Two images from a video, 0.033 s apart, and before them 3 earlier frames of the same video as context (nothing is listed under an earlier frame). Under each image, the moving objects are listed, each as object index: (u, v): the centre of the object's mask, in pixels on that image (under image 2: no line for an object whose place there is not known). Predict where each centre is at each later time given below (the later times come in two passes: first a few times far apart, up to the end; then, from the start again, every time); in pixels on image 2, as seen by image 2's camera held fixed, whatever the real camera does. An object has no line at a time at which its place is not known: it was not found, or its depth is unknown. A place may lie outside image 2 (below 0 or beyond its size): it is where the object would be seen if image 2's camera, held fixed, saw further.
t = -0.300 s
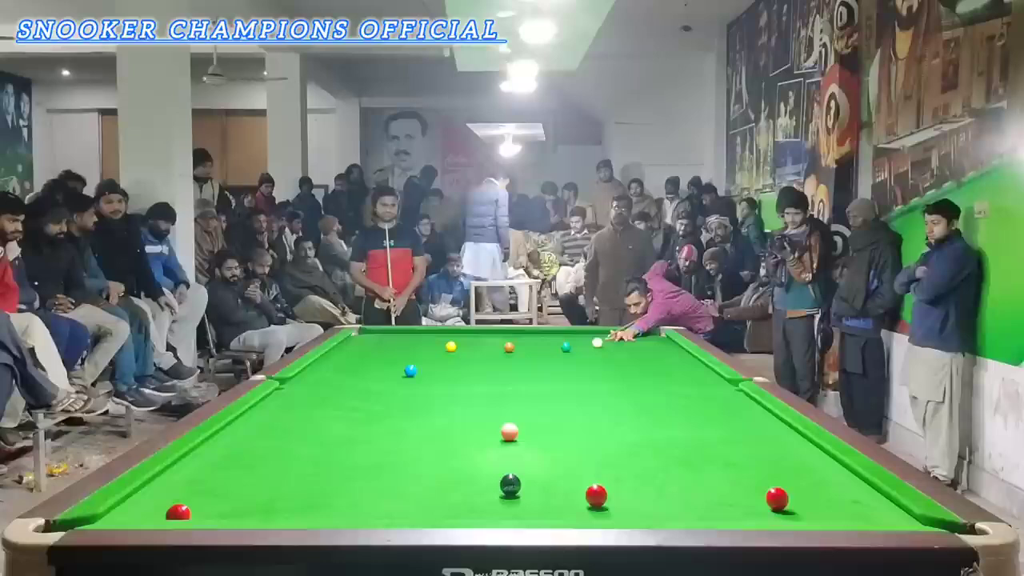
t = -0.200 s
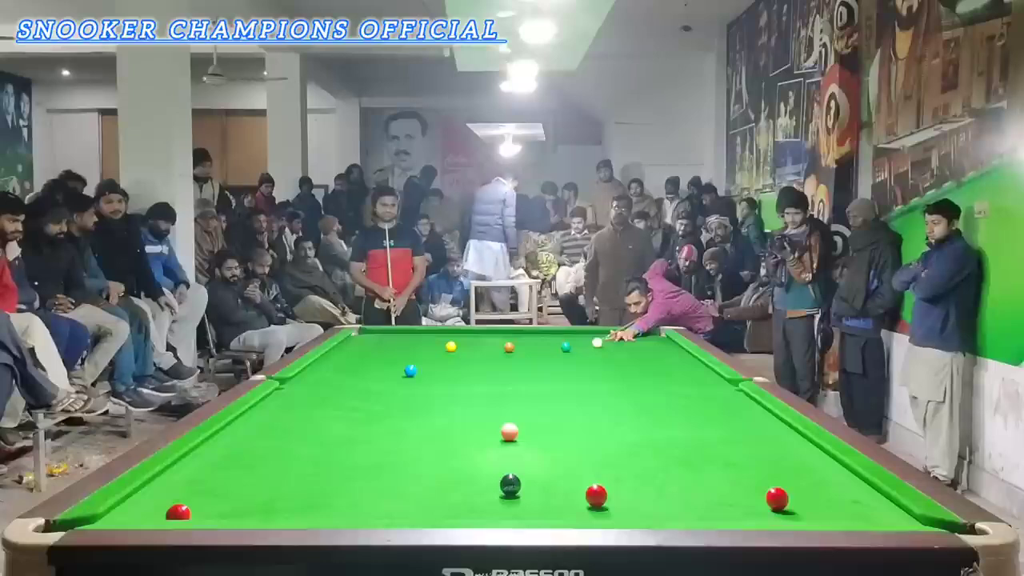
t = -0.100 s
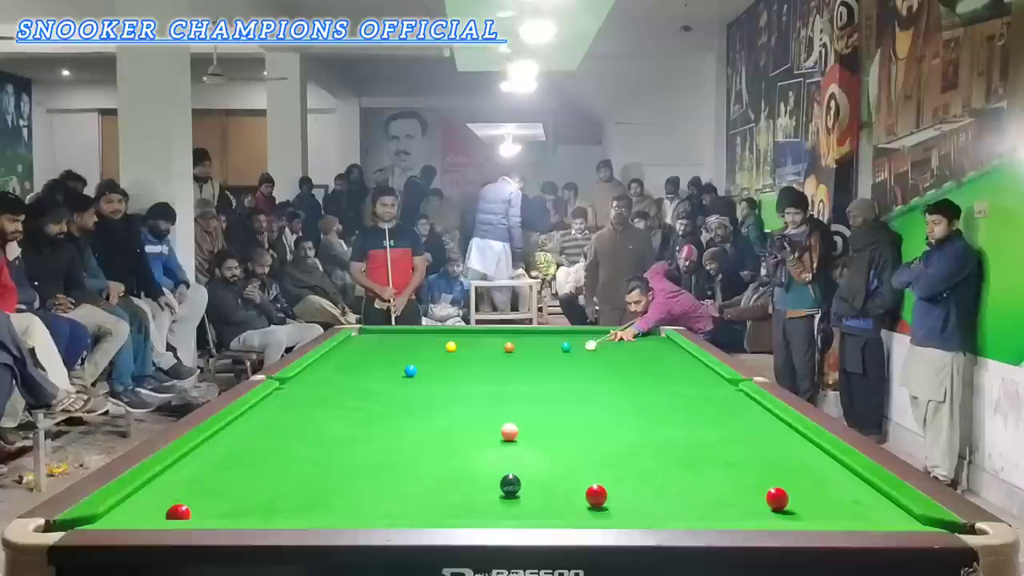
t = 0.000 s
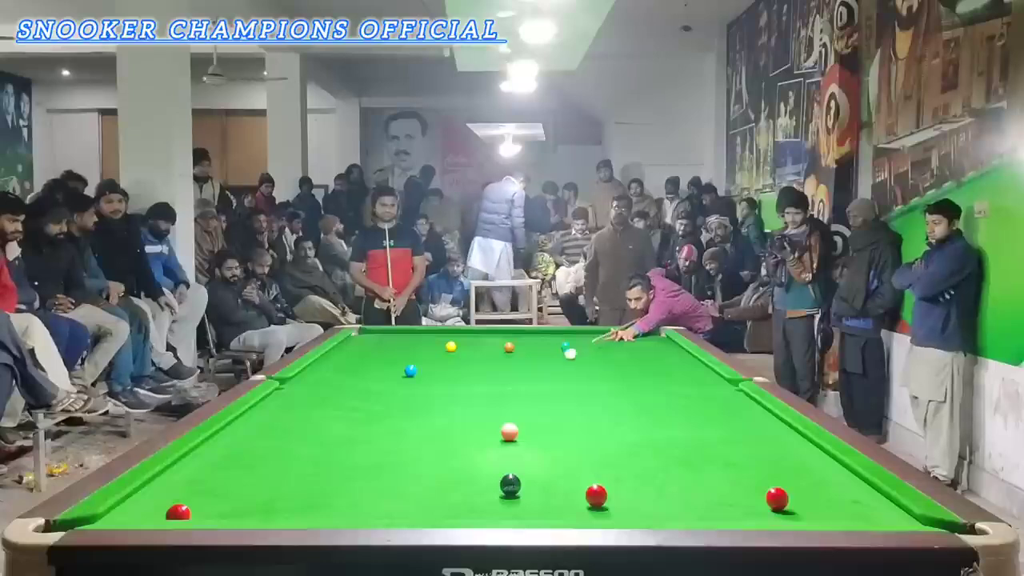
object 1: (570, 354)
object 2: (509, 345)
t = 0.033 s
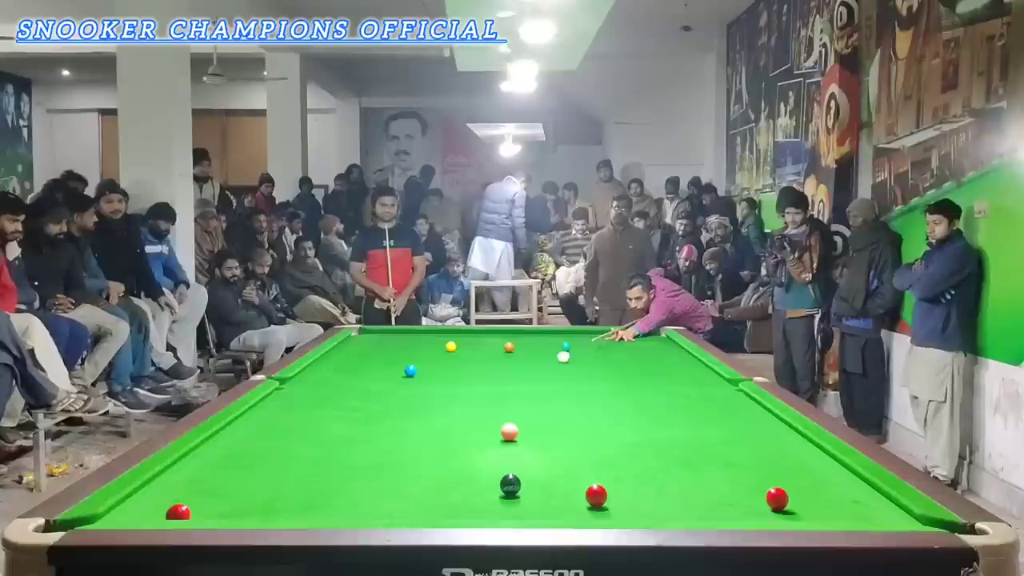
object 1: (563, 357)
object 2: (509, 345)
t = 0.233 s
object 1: (518, 377)
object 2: (509, 345)
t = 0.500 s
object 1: (435, 413)
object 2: (509, 345)
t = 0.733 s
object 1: (324, 461)
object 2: (509, 345)
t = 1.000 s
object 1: (235, 504)
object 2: (509, 345)
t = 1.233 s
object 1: (299, 464)
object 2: (509, 345)
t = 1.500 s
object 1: (345, 432)
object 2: (509, 345)
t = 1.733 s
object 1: (375, 411)
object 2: (509, 345)
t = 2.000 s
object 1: (404, 392)
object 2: (509, 345)
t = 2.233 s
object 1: (424, 378)
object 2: (509, 345)
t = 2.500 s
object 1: (443, 365)
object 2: (509, 345)
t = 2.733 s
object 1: (457, 356)
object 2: (509, 345)
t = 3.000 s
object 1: (470, 347)
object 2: (509, 345)
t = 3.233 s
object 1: (481, 340)
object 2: (509, 345)
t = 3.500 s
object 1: (491, 333)
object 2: (509, 347)
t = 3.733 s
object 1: (497, 331)
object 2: (509, 347)
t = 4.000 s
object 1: (501, 336)
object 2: (509, 347)
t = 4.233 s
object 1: (505, 339)
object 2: (509, 347)
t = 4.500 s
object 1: (508, 342)
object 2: (509, 349)
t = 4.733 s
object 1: (515, 346)
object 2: (507, 349)
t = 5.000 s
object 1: (522, 347)
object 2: (505, 351)
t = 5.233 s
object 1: (527, 348)
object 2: (502, 353)
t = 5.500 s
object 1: (533, 349)
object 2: (500, 355)
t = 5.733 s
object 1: (536, 349)
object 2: (498, 357)
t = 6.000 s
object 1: (539, 350)
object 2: (496, 359)
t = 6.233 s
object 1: (541, 350)
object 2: (495, 360)
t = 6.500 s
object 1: (542, 350)
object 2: (494, 362)
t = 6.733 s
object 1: (543, 350)
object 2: (493, 364)
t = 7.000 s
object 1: (543, 350)
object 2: (492, 365)
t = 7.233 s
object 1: (543, 350)
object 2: (491, 366)
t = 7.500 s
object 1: (543, 350)
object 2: (491, 366)
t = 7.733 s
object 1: (543, 350)
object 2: (491, 367)
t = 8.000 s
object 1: (543, 350)
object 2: (490, 367)
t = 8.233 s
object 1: (543, 350)
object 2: (490, 367)
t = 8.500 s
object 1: (543, 350)
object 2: (490, 367)
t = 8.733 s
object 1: (543, 350)
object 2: (490, 367)
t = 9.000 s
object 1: (543, 350)
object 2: (490, 367)
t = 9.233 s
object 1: (543, 350)
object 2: (490, 367)
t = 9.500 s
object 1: (543, 350)
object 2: (490, 367)
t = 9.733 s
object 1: (543, 350)
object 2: (490, 367)
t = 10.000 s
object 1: (543, 350)
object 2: (490, 367)
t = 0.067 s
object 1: (556, 360)
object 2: (509, 345)
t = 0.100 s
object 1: (549, 363)
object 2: (509, 345)
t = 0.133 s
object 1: (542, 366)
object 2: (509, 345)
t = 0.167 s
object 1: (534, 369)
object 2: (509, 345)
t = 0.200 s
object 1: (526, 372)
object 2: (509, 345)
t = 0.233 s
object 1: (518, 377)
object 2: (509, 345)
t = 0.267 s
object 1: (509, 380)
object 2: (509, 345)
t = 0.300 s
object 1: (500, 384)
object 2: (509, 345)
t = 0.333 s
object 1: (491, 388)
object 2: (509, 345)
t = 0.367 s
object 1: (481, 393)
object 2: (509, 345)
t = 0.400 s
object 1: (470, 398)
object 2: (509, 345)
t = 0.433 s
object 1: (459, 403)
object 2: (509, 345)
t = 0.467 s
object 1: (447, 407)
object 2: (509, 345)
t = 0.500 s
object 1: (435, 413)
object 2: (509, 345)
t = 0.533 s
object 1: (422, 418)
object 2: (509, 345)
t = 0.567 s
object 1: (408, 424)
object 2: (509, 345)
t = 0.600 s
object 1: (393, 431)
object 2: (509, 345)
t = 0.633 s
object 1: (378, 438)
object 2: (509, 345)
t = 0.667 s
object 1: (361, 445)
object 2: (509, 345)
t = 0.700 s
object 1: (343, 453)
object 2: (509, 345)
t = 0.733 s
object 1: (324, 461)
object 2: (509, 345)
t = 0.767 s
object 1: (303, 471)
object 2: (509, 345)
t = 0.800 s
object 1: (281, 480)
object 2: (509, 345)
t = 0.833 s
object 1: (257, 490)
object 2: (509, 345)
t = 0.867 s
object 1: (231, 502)
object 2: (509, 345)
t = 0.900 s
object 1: (205, 511)
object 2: (509, 345)
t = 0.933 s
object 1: (205, 516)
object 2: (509, 345)
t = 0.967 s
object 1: (221, 510)
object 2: (509, 345)
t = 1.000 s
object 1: (235, 504)
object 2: (509, 345)
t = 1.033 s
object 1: (248, 498)
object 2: (509, 345)
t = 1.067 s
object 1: (260, 491)
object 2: (509, 345)
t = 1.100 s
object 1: (269, 485)
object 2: (509, 345)
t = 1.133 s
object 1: (277, 479)
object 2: (509, 345)
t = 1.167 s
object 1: (285, 474)
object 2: (509, 345)
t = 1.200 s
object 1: (292, 469)
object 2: (509, 345)
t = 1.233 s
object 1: (299, 464)
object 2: (509, 345)
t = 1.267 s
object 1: (305, 460)
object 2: (509, 345)
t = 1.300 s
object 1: (311, 455)
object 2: (509, 345)
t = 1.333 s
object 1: (317, 451)
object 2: (509, 345)
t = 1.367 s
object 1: (323, 447)
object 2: (509, 345)
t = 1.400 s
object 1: (329, 443)
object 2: (509, 345)
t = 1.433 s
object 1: (334, 439)
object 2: (509, 345)
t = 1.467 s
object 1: (340, 436)
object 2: (509, 345)
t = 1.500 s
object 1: (345, 432)
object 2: (509, 345)
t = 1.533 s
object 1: (349, 429)
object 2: (509, 345)
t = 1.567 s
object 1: (354, 426)
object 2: (509, 345)
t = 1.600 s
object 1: (359, 422)
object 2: (509, 345)
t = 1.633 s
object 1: (363, 419)
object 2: (509, 345)
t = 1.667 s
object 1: (367, 416)
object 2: (509, 345)
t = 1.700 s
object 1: (372, 414)
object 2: (509, 345)
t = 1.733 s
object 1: (375, 411)
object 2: (509, 345)
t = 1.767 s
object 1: (379, 408)
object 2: (509, 345)
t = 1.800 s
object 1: (383, 406)
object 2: (509, 345)
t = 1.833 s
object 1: (387, 403)
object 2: (509, 345)
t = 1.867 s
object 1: (390, 401)
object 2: (509, 345)
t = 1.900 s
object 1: (394, 399)
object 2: (509, 345)
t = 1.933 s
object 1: (397, 396)
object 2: (509, 345)
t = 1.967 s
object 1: (400, 394)
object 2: (509, 345)
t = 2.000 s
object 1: (404, 392)
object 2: (509, 345)
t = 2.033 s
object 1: (407, 390)
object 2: (509, 345)
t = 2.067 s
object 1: (410, 388)
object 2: (509, 346)
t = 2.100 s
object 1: (413, 386)
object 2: (509, 345)
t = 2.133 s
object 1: (416, 384)
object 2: (509, 345)
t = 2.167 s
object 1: (418, 382)
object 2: (509, 345)
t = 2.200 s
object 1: (421, 380)
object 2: (509, 345)
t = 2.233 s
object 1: (424, 378)
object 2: (509, 345)
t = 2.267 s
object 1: (426, 376)
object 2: (509, 345)
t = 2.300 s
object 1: (429, 375)
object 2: (509, 345)
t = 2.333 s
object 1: (431, 373)
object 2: (509, 345)
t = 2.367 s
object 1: (434, 372)
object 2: (509, 345)
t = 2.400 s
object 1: (436, 370)
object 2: (509, 345)
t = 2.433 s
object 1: (439, 368)
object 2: (509, 345)
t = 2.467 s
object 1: (441, 367)
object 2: (509, 345)
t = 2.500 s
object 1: (443, 365)
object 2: (509, 345)
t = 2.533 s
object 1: (445, 364)
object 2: (509, 345)
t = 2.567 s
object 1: (447, 363)
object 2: (509, 345)
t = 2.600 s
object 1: (449, 361)
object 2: (509, 345)
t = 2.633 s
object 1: (451, 360)
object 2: (509, 345)
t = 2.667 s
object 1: (453, 359)
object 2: (509, 345)
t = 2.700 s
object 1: (455, 357)
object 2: (509, 345)
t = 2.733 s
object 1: (457, 356)
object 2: (509, 345)
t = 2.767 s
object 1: (459, 355)
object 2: (509, 345)
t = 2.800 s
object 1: (461, 354)
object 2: (509, 345)
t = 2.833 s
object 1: (462, 352)
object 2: (509, 345)
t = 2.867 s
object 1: (464, 351)
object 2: (509, 345)
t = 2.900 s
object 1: (466, 350)
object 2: (509, 345)
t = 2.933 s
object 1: (467, 349)
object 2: (509, 345)
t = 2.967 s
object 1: (469, 348)
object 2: (509, 345)
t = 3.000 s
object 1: (470, 347)
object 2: (509, 345)
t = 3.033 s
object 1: (472, 346)
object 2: (509, 345)
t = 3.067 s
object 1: (474, 345)
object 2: (509, 345)
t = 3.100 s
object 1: (476, 344)
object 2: (509, 345)
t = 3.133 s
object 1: (477, 343)
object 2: (509, 346)
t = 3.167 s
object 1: (478, 342)
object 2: (509, 345)
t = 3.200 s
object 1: (479, 341)
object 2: (509, 346)
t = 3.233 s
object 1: (481, 340)
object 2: (509, 345)
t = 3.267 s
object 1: (482, 339)
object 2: (509, 346)
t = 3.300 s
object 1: (483, 338)
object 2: (509, 346)
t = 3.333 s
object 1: (485, 337)
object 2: (509, 346)
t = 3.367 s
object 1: (486, 337)
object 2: (509, 346)
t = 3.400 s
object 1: (487, 336)
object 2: (509, 346)
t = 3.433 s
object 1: (488, 335)
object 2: (509, 346)
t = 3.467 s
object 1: (490, 334)
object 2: (509, 346)
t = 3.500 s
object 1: (491, 333)
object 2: (509, 347)
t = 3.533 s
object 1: (492, 332)
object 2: (509, 347)
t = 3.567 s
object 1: (493, 332)
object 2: (509, 347)
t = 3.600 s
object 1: (494, 331)
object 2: (509, 347)
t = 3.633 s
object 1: (495, 330)
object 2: (509, 347)
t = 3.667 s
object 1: (496, 330)
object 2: (509, 347)
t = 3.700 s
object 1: (496, 331)
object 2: (509, 347)
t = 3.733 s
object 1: (497, 331)
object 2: (509, 347)
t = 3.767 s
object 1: (497, 332)
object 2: (509, 347)
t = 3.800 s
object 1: (498, 332)
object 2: (509, 347)
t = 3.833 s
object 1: (498, 333)
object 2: (509, 347)
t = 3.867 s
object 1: (499, 333)
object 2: (509, 347)
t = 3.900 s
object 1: (500, 334)
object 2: (509, 347)
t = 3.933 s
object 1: (500, 335)
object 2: (509, 347)
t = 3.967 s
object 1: (500, 335)
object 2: (509, 347)
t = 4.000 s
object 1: (501, 336)
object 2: (509, 347)
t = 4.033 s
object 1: (502, 336)
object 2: (509, 347)
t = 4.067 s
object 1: (502, 337)
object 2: (509, 347)
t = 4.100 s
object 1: (503, 337)
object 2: (509, 347)
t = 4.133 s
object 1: (503, 338)
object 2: (509, 347)
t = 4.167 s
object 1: (504, 338)
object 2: (509, 347)
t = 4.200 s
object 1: (504, 339)
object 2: (509, 347)
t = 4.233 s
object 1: (505, 339)
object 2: (509, 347)
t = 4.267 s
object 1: (505, 340)
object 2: (509, 348)
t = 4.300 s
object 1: (505, 340)
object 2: (509, 348)
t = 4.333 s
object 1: (506, 340)
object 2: (509, 348)
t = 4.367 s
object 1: (506, 341)
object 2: (509, 348)
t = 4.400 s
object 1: (507, 341)
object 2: (509, 348)
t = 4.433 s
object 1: (507, 341)
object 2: (509, 348)
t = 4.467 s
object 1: (508, 342)
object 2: (509, 348)
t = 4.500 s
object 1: (508, 342)
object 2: (509, 349)
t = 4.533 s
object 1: (509, 342)
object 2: (509, 348)
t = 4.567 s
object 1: (510, 343)
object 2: (510, 348)
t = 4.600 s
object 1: (511, 343)
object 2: (510, 346)
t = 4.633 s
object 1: (512, 344)
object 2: (511, 346)
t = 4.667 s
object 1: (513, 345)
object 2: (511, 347)
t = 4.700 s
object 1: (514, 345)
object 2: (507, 349)
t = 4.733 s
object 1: (515, 346)
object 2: (507, 349)
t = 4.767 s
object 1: (516, 346)
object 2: (507, 349)
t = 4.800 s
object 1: (517, 346)
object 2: (507, 349)
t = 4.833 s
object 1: (517, 346)
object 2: (506, 350)
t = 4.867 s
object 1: (518, 347)
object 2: (506, 350)
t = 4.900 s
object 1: (519, 347)
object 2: (506, 350)
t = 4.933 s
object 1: (520, 347)
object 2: (506, 350)
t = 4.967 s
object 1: (521, 347)
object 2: (505, 351)
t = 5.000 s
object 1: (522, 347)
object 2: (505, 351)
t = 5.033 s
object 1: (523, 347)
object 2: (505, 351)
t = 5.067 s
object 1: (523, 347)
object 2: (504, 352)
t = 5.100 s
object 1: (524, 348)
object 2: (503, 352)
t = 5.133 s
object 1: (525, 348)
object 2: (503, 352)
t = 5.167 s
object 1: (526, 348)
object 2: (503, 353)
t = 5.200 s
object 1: (527, 348)
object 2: (503, 353)
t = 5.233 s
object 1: (527, 348)
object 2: (502, 353)
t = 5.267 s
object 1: (528, 348)
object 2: (502, 353)
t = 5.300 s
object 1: (529, 348)
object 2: (502, 353)
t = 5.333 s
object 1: (530, 348)
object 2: (501, 353)
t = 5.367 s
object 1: (530, 348)
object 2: (501, 354)
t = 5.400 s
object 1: (531, 349)
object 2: (500, 355)
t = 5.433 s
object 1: (531, 349)
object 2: (500, 355)
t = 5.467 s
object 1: (532, 349)
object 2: (500, 355)
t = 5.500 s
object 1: (533, 349)
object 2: (500, 355)
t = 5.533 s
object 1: (533, 349)
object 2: (499, 356)
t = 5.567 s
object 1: (534, 349)
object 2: (499, 356)
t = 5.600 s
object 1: (534, 349)
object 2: (499, 356)
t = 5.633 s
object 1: (535, 349)
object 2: (498, 357)
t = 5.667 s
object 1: (535, 349)
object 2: (498, 356)
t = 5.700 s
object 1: (536, 349)
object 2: (498, 356)
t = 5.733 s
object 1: (536, 349)
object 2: (498, 357)
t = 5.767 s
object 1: (537, 349)
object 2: (498, 357)
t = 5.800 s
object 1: (537, 349)
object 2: (497, 358)
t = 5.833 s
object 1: (538, 350)
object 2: (497, 358)
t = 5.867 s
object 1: (538, 350)
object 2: (497, 358)
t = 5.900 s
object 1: (538, 350)
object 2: (497, 359)
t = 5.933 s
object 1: (539, 350)
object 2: (497, 359)
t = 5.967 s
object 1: (539, 350)
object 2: (496, 359)
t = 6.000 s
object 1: (539, 350)
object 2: (496, 359)
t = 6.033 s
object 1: (540, 350)
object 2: (496, 359)
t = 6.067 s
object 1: (540, 350)
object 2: (496, 359)
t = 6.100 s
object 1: (540, 350)
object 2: (496, 360)
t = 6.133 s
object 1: (541, 350)
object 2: (495, 360)
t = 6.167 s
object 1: (541, 350)
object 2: (495, 360)
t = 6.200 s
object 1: (541, 350)
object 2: (495, 360)
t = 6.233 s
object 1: (541, 350)
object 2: (495, 360)
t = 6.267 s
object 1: (542, 350)
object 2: (495, 360)
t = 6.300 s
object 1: (542, 350)
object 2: (495, 361)
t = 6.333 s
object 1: (542, 350)
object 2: (494, 361)
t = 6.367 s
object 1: (542, 350)
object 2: (494, 361)
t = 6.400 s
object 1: (542, 350)
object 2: (494, 362)
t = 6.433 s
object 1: (542, 350)
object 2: (494, 362)
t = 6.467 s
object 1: (542, 350)
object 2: (494, 362)
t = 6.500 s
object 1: (542, 350)
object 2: (494, 362)
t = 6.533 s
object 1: (543, 350)
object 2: (494, 363)
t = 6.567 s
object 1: (543, 350)
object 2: (494, 362)
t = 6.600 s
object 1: (543, 350)
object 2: (493, 363)
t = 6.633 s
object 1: (543, 350)
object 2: (493, 363)
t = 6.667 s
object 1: (543, 350)
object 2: (493, 364)
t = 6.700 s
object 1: (543, 350)
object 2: (493, 364)
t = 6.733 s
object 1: (543, 350)
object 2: (493, 364)
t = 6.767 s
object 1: (543, 350)
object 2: (493, 364)
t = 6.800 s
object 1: (543, 350)
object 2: (493, 364)
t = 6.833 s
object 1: (543, 350)
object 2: (493, 364)
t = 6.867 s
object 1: (543, 350)
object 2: (492, 364)
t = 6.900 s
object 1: (543, 350)
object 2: (492, 365)
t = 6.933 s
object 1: (543, 350)
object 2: (492, 365)
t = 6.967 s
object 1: (543, 350)
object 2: (492, 365)
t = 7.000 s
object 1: (543, 350)
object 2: (492, 365)
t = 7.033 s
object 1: (543, 350)
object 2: (492, 365)
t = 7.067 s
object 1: (543, 350)
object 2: (492, 365)
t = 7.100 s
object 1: (543, 350)
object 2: (492, 365)
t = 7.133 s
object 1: (543, 350)
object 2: (492, 365)
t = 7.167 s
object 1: (543, 350)
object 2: (492, 365)
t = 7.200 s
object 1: (543, 350)
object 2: (492, 365)
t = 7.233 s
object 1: (543, 350)
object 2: (491, 366)
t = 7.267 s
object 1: (543, 350)
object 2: (491, 366)
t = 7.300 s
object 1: (543, 350)
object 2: (491, 366)
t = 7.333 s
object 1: (543, 350)
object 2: (491, 366)
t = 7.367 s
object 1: (543, 350)
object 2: (491, 366)
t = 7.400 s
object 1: (543, 350)
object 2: (491, 366)
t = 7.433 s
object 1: (543, 350)
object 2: (491, 366)
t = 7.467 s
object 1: (543, 350)
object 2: (491, 366)
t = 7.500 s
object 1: (543, 350)
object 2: (491, 366)
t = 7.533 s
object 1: (543, 350)
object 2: (491, 366)
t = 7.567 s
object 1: (543, 350)
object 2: (491, 367)
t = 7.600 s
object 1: (543, 350)
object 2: (491, 367)
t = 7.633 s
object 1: (543, 350)
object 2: (491, 367)
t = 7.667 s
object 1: (543, 350)
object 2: (491, 367)
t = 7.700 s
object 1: (543, 350)
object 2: (491, 367)
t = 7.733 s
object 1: (543, 350)
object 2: (491, 367)
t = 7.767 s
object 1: (543, 350)
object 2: (491, 367)
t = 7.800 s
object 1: (543, 350)
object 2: (491, 367)
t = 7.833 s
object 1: (543, 350)
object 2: (491, 367)
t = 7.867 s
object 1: (543, 350)
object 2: (491, 367)
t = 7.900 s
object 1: (543, 350)
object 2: (490, 367)
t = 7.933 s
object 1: (543, 350)
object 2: (490, 367)
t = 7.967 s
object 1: (543, 350)
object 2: (490, 367)
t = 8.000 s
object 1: (543, 350)
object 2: (490, 367)
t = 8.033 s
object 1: (543, 350)
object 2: (490, 367)
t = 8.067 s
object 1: (543, 350)
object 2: (490, 367)
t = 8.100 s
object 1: (543, 350)
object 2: (490, 367)
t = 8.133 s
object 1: (543, 350)
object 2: (490, 367)
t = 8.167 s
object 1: (543, 350)
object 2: (490, 367)
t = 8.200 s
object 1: (543, 350)
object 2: (490, 367)
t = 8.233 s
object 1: (543, 350)
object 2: (490, 367)
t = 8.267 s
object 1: (543, 350)
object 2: (490, 367)
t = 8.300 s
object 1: (543, 350)
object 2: (490, 367)
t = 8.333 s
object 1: (543, 350)
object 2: (490, 367)
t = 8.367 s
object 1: (543, 350)
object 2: (490, 367)
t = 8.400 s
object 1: (543, 350)
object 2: (490, 367)
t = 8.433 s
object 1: (543, 350)
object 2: (490, 367)
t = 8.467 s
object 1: (543, 350)
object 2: (490, 367)
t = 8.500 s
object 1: (543, 350)
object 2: (490, 367)
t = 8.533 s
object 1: (543, 350)
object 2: (490, 367)
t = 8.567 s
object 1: (543, 350)
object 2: (490, 367)
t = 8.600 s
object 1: (543, 350)
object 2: (490, 367)
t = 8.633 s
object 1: (543, 350)
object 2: (490, 367)
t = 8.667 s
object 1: (543, 350)
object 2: (490, 367)
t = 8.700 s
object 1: (543, 350)
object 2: (490, 367)
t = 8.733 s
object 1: (543, 350)
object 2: (490, 367)
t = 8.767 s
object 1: (543, 350)
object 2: (490, 367)
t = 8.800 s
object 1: (543, 350)
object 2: (490, 367)
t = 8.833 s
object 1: (543, 350)
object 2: (490, 367)
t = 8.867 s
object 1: (543, 350)
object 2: (490, 367)
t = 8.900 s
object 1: (543, 350)
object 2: (490, 367)
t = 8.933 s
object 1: (543, 350)
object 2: (490, 367)
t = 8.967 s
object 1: (543, 350)
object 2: (490, 367)
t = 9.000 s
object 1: (543, 350)
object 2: (490, 367)
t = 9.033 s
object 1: (543, 350)
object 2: (490, 367)
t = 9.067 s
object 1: (543, 350)
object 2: (490, 367)
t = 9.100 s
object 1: (543, 350)
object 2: (490, 367)
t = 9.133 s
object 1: (543, 350)
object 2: (490, 367)
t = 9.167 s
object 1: (543, 350)
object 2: (490, 367)
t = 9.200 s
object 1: (543, 350)
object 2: (490, 367)
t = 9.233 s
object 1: (543, 350)
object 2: (490, 367)
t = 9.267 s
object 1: (543, 350)
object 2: (490, 367)
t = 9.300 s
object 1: (543, 350)
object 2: (490, 367)
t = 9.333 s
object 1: (543, 350)
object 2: (490, 367)
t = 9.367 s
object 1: (543, 350)
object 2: (490, 367)
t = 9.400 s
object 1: (543, 350)
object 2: (490, 367)
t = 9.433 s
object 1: (543, 350)
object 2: (490, 367)
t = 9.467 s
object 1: (543, 350)
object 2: (490, 367)
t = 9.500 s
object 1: (543, 350)
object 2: (490, 367)
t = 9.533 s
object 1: (543, 350)
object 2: (490, 367)
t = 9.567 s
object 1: (543, 350)
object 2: (490, 367)
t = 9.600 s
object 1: (543, 350)
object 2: (490, 367)
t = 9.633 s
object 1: (543, 350)
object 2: (490, 367)
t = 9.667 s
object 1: (543, 350)
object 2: (490, 367)
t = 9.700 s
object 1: (543, 350)
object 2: (490, 367)
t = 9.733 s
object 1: (543, 350)
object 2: (490, 367)
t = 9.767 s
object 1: (543, 350)
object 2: (490, 367)
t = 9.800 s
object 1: (543, 350)
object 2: (490, 367)
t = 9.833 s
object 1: (543, 350)
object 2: (490, 367)
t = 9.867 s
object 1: (543, 350)
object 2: (490, 367)
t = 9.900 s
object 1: (543, 350)
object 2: (490, 367)
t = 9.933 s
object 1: (543, 350)
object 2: (490, 367)
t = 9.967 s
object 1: (543, 350)
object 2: (490, 367)
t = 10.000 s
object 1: (543, 350)
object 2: (490, 367)
